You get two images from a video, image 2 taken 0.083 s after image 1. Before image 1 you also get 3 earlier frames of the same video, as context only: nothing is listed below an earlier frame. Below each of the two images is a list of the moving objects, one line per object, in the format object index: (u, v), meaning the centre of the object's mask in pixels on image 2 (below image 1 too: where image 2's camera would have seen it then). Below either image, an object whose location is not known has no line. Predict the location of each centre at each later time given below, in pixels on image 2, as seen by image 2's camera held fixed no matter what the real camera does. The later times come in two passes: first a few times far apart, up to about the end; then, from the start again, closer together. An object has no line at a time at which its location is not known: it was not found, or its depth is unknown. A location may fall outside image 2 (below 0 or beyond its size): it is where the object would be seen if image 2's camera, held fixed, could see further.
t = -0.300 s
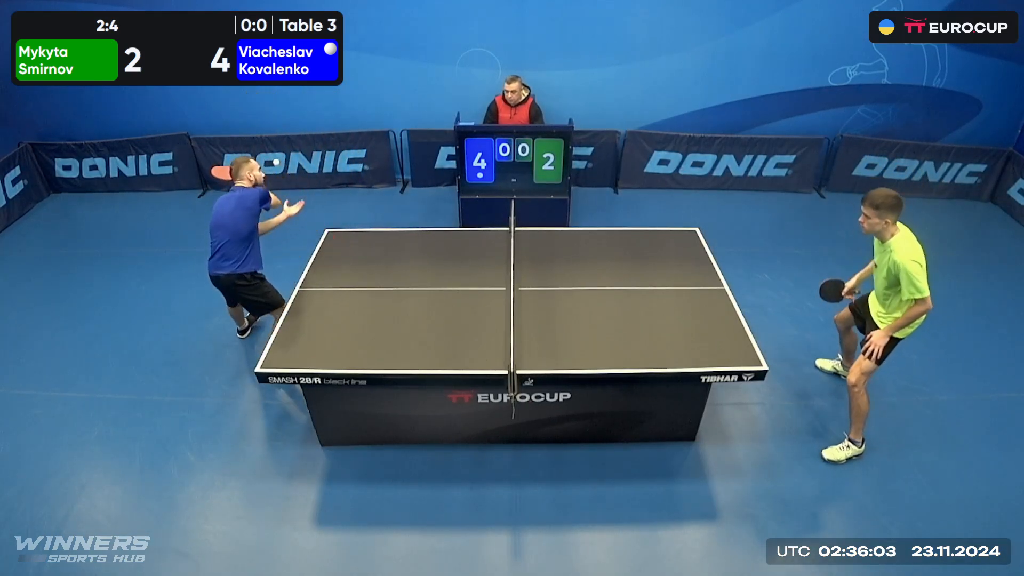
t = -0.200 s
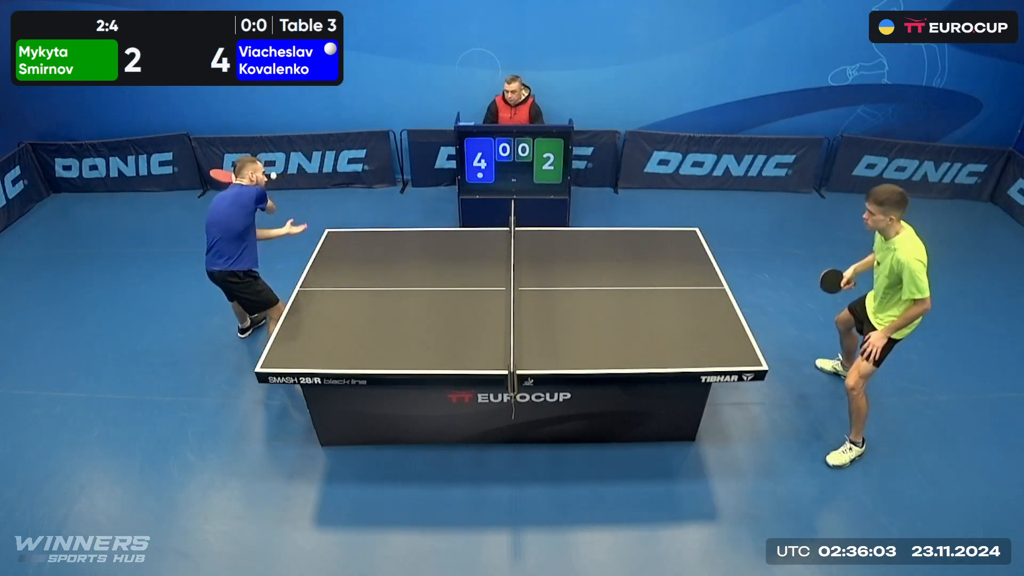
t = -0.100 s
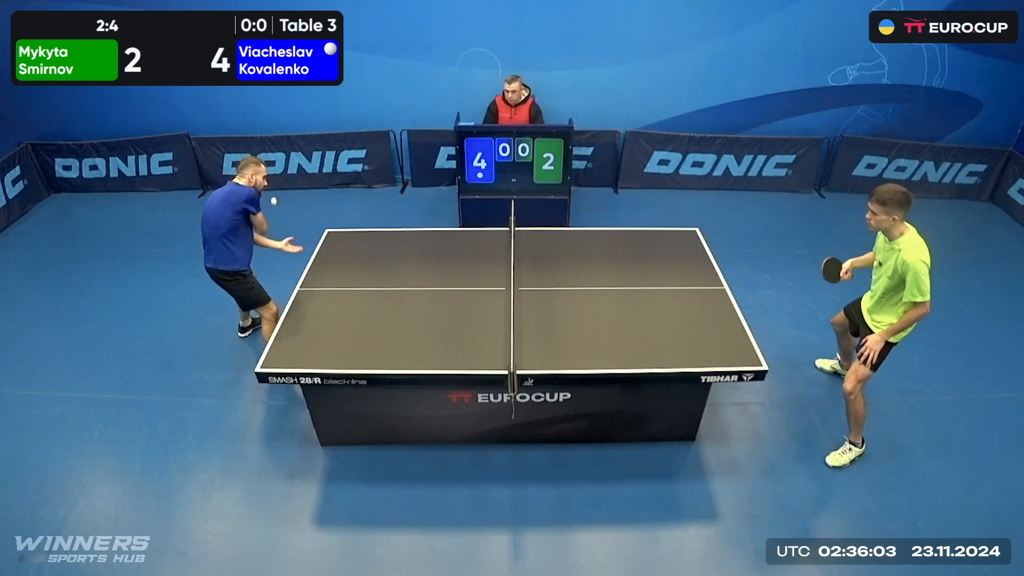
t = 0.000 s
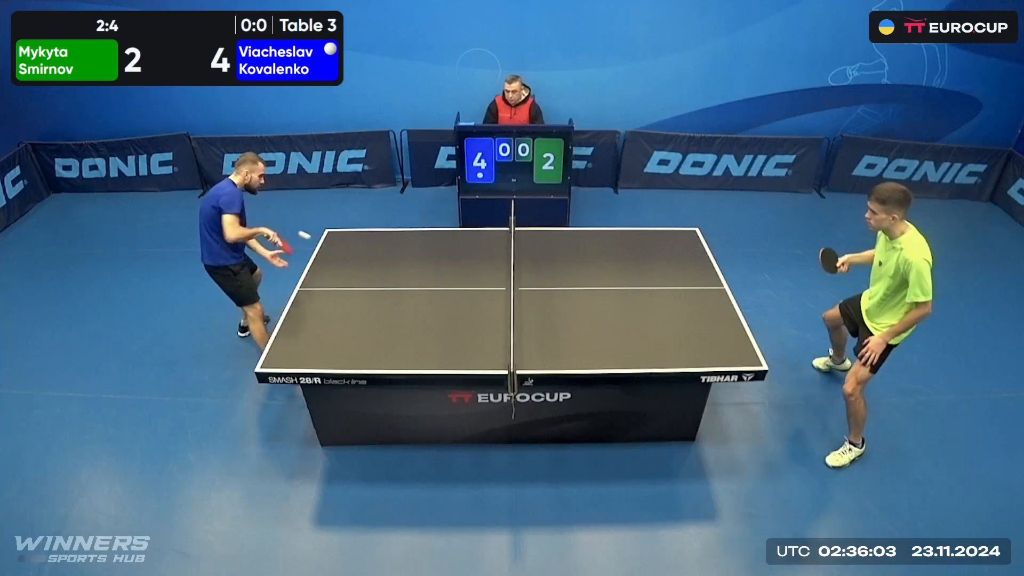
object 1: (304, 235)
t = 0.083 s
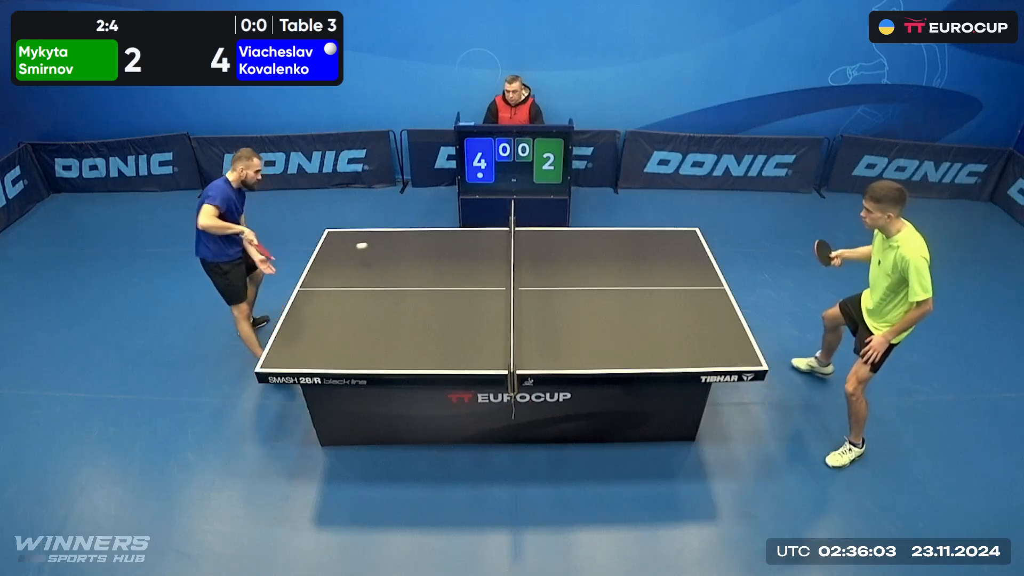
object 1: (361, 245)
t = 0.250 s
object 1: (470, 245)
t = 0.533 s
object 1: (645, 270)
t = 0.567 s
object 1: (662, 268)
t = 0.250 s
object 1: (470, 245)
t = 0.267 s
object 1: (481, 247)
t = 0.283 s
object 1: (492, 249)
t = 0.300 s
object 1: (504, 251)
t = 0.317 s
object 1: (516, 255)
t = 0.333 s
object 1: (526, 258)
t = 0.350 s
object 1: (538, 261)
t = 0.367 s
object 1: (549, 265)
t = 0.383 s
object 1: (560, 269)
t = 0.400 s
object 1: (570, 273)
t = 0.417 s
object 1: (581, 278)
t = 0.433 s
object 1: (591, 283)
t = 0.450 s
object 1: (600, 281)
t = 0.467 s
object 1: (609, 278)
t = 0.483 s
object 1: (618, 275)
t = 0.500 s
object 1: (627, 273)
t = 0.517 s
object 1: (636, 271)
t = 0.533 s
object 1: (645, 270)
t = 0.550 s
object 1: (653, 268)
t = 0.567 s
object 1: (662, 268)
